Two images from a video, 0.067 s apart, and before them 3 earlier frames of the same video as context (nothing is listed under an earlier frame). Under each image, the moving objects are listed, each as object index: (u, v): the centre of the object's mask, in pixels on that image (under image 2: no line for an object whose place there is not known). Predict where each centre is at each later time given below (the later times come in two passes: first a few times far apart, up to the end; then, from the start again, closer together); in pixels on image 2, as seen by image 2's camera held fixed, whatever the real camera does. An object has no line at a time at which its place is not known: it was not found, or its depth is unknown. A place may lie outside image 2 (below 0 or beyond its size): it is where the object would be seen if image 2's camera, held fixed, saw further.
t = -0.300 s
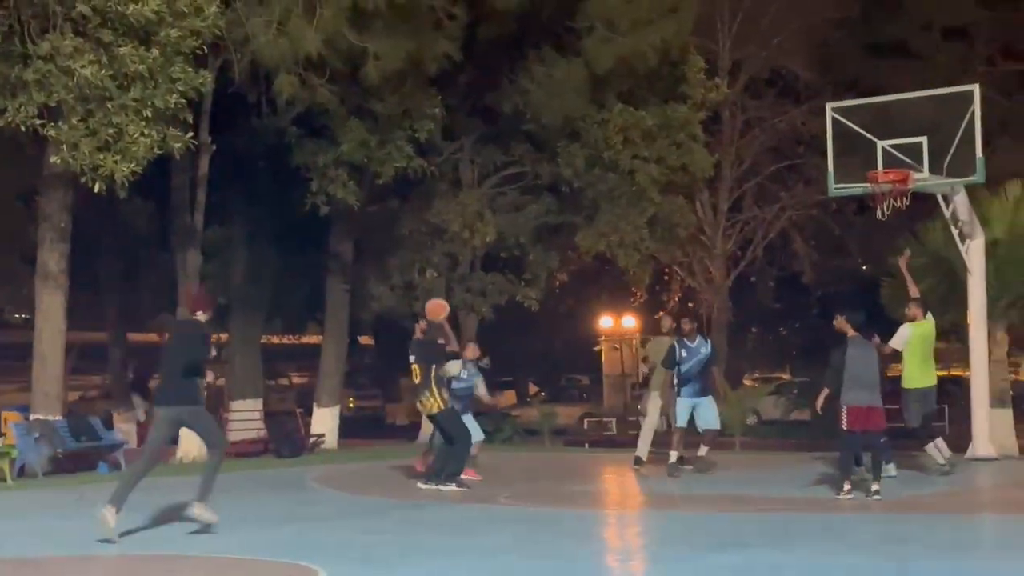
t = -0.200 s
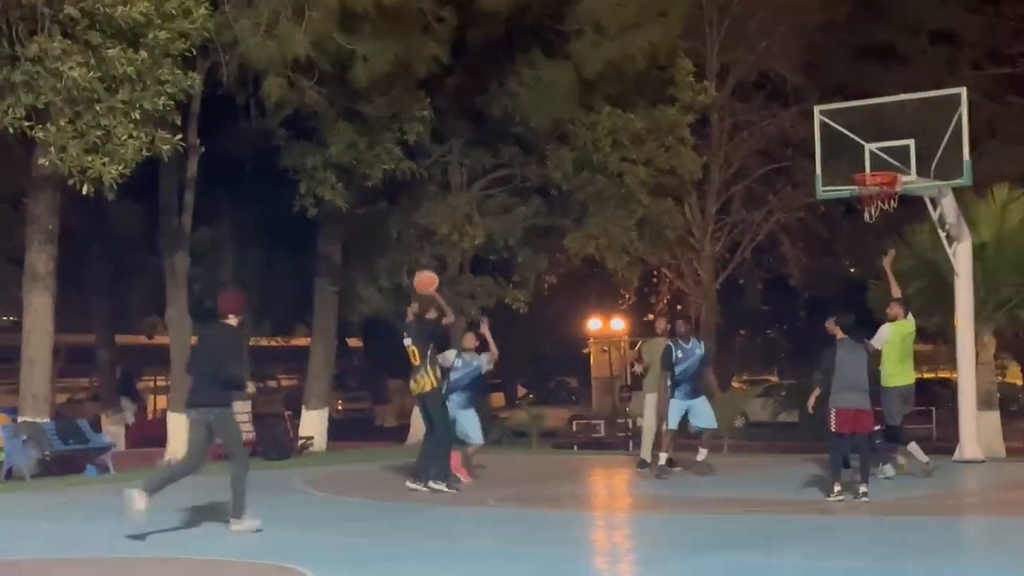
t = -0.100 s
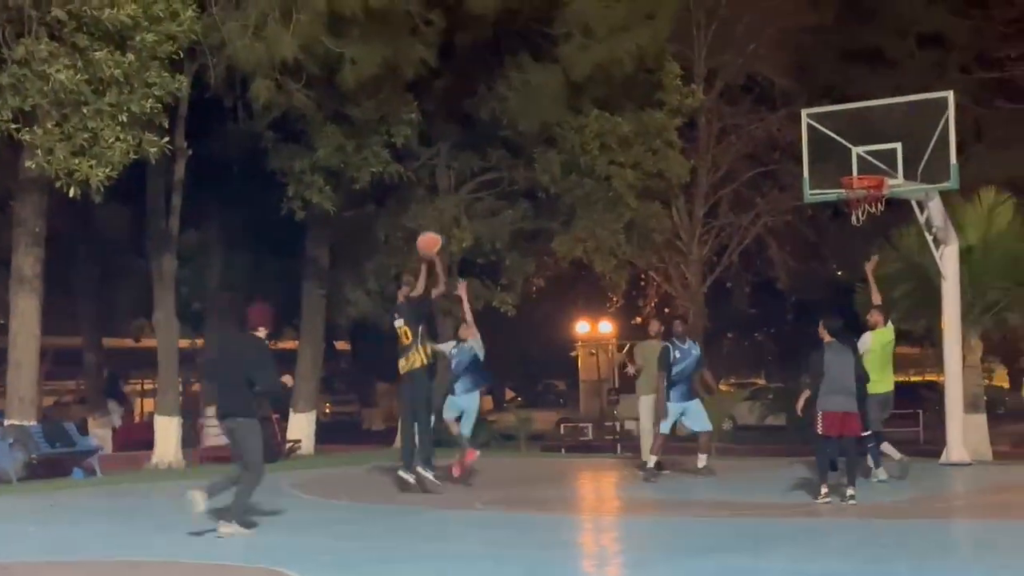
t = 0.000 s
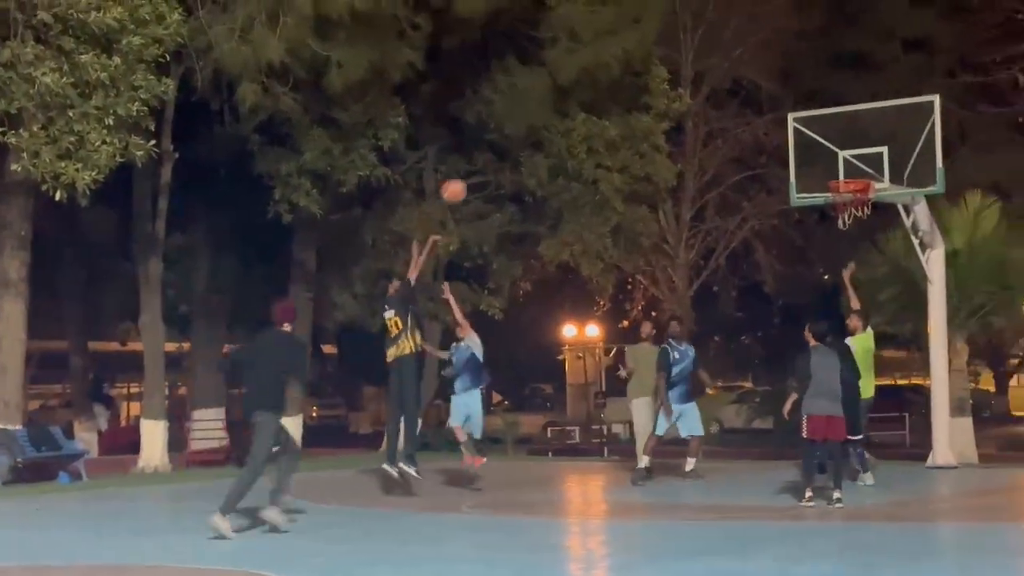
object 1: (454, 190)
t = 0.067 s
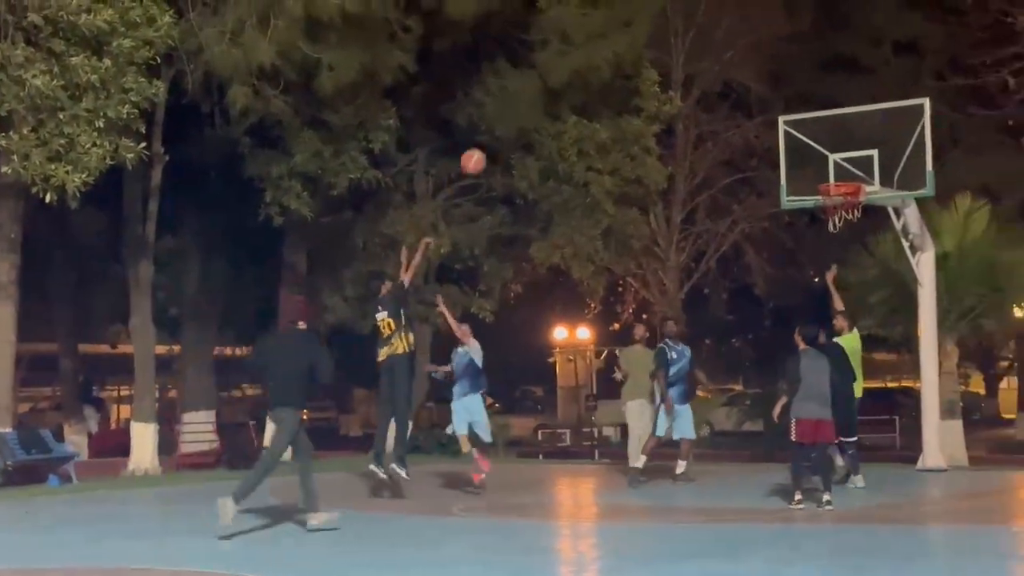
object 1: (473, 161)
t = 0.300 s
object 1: (567, 87)
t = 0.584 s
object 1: (679, 68)
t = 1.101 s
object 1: (854, 168)
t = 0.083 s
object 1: (480, 154)
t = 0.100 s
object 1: (486, 147)
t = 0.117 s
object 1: (494, 140)
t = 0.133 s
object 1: (500, 135)
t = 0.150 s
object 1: (507, 129)
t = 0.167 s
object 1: (514, 123)
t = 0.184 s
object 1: (521, 118)
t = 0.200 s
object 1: (528, 112)
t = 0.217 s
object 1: (535, 107)
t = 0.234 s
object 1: (541, 103)
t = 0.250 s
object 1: (548, 98)
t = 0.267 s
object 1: (555, 94)
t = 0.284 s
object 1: (561, 90)
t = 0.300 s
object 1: (567, 87)
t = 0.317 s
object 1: (574, 84)
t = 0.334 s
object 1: (582, 81)
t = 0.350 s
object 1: (588, 78)
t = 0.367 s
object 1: (594, 76)
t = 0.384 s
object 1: (602, 73)
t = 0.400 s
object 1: (607, 71)
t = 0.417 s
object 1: (614, 69)
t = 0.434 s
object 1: (621, 68)
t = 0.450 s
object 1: (627, 66)
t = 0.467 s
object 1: (634, 65)
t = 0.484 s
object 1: (640, 65)
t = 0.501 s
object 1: (646, 65)
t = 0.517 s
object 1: (653, 65)
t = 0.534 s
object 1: (659, 65)
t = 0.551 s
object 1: (665, 66)
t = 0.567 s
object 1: (673, 67)
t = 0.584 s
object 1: (679, 68)
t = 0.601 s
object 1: (685, 70)
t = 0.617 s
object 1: (692, 71)
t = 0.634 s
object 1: (697, 72)
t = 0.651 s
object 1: (704, 74)
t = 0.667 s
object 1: (711, 76)
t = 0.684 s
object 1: (717, 79)
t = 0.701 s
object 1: (723, 81)
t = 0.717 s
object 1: (729, 85)
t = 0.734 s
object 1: (735, 87)
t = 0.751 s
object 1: (742, 91)
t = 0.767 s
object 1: (748, 95)
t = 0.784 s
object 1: (755, 98)
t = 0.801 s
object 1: (761, 102)
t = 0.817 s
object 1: (768, 106)
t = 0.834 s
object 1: (774, 109)
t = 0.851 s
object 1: (780, 115)
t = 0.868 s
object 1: (787, 120)
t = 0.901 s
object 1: (799, 131)
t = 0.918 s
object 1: (806, 137)
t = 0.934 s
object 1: (812, 143)
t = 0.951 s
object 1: (818, 148)
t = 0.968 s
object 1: (824, 155)
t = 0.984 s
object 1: (830, 162)
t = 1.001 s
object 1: (837, 168)
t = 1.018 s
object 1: (840, 172)
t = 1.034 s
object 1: (844, 171)
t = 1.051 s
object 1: (847, 169)
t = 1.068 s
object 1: (849, 168)
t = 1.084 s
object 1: (852, 168)
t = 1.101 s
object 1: (854, 168)
